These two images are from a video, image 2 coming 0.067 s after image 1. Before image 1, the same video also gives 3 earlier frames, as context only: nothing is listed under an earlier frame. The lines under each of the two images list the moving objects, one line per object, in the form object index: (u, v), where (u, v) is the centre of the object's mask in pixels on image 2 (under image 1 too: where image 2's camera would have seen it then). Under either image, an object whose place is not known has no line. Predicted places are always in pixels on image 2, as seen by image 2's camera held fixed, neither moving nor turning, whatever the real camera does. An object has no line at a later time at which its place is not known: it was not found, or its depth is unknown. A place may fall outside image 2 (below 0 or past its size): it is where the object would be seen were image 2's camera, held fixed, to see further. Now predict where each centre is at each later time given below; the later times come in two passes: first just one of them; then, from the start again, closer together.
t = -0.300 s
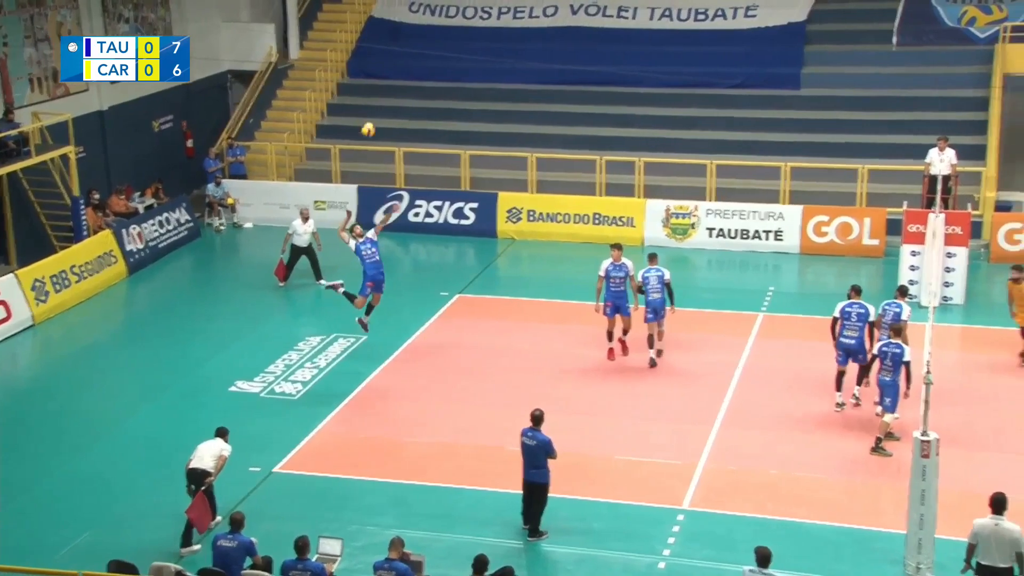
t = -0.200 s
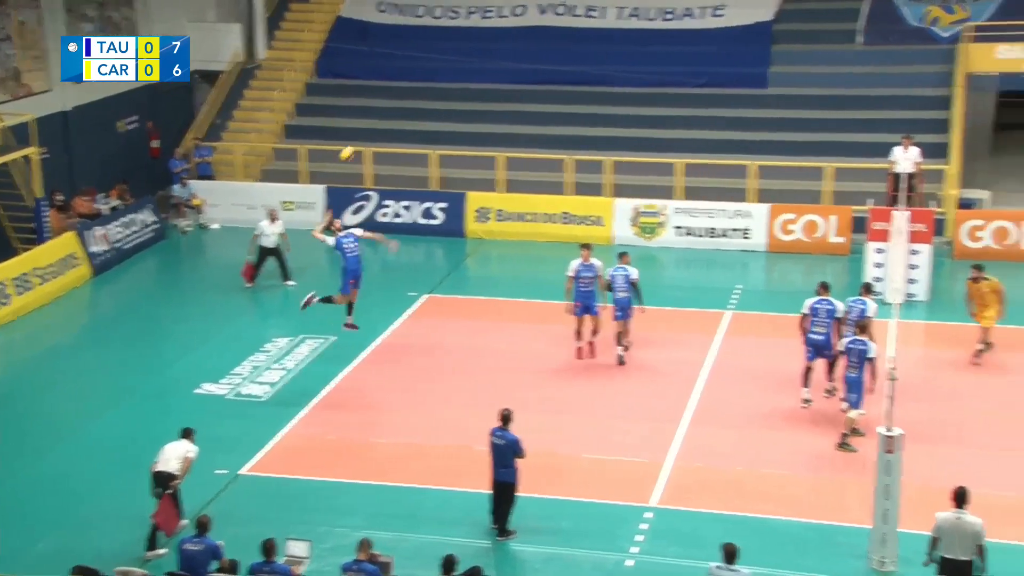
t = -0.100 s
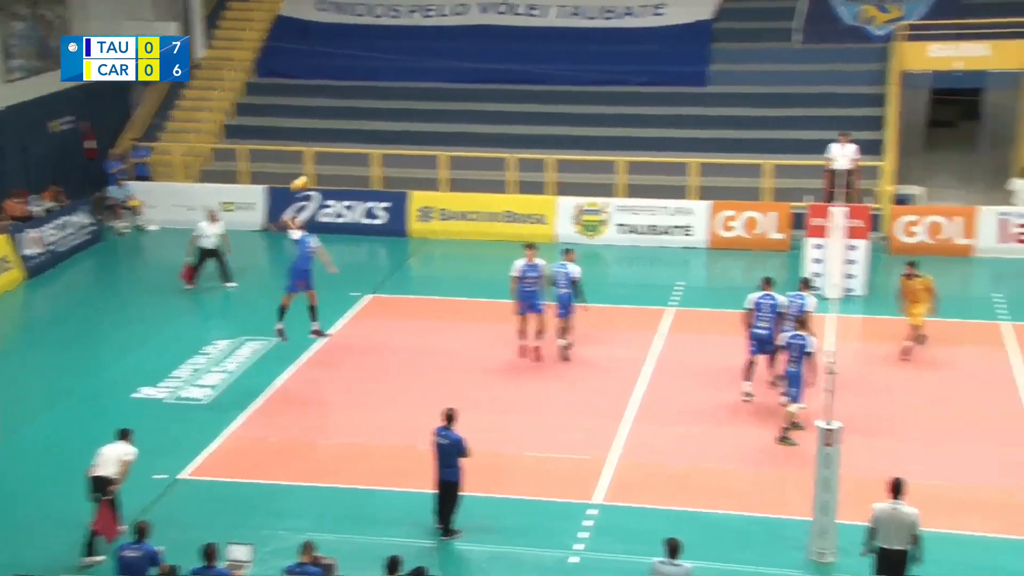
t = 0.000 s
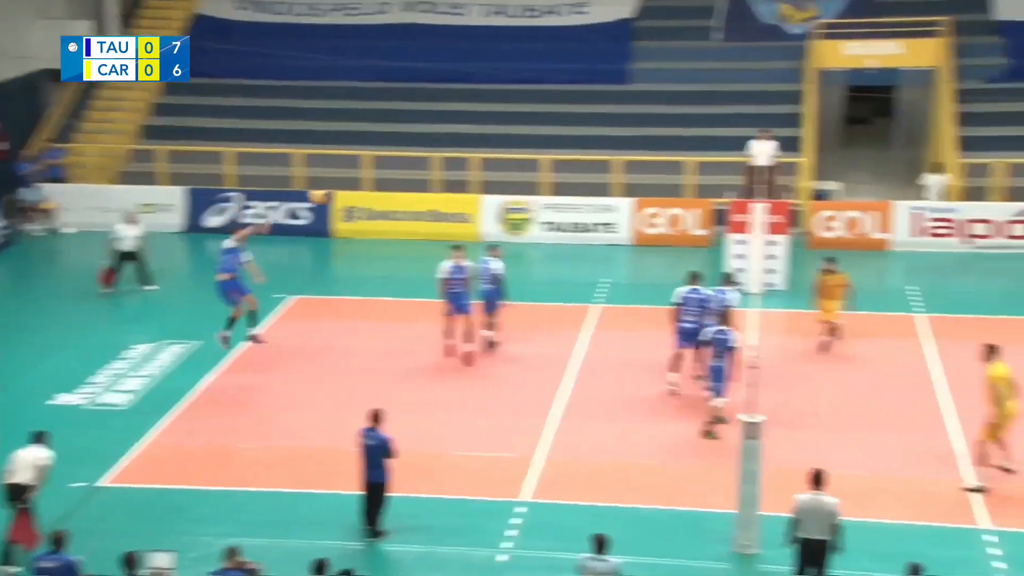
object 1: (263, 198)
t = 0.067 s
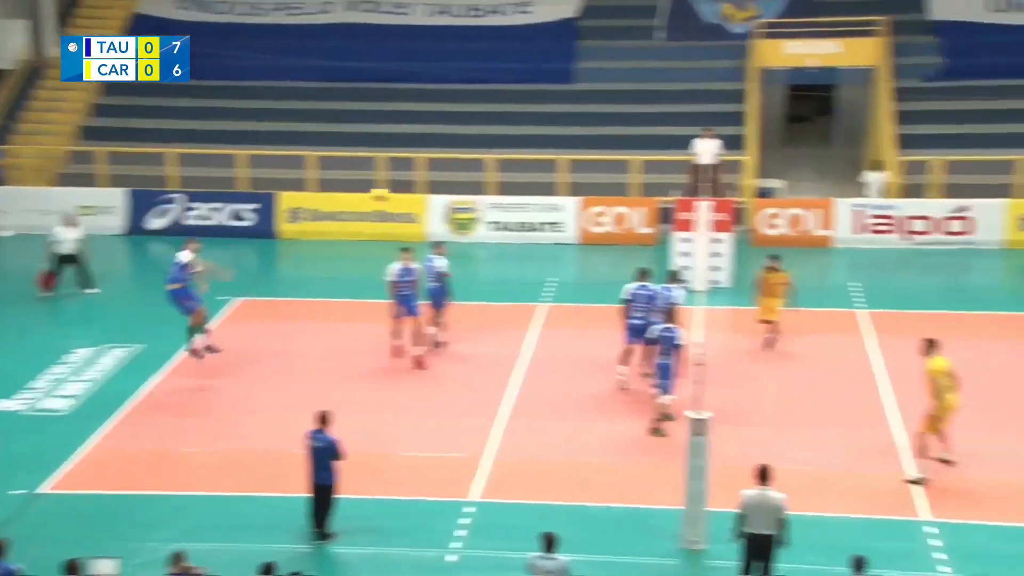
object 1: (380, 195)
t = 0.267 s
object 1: (710, 212)
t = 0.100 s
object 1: (438, 195)
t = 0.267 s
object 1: (710, 212)
